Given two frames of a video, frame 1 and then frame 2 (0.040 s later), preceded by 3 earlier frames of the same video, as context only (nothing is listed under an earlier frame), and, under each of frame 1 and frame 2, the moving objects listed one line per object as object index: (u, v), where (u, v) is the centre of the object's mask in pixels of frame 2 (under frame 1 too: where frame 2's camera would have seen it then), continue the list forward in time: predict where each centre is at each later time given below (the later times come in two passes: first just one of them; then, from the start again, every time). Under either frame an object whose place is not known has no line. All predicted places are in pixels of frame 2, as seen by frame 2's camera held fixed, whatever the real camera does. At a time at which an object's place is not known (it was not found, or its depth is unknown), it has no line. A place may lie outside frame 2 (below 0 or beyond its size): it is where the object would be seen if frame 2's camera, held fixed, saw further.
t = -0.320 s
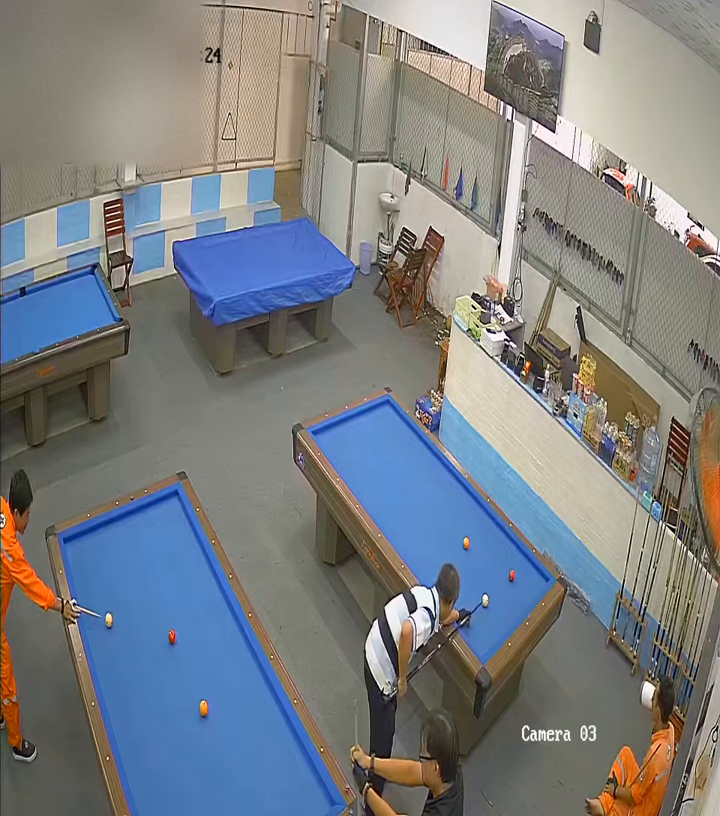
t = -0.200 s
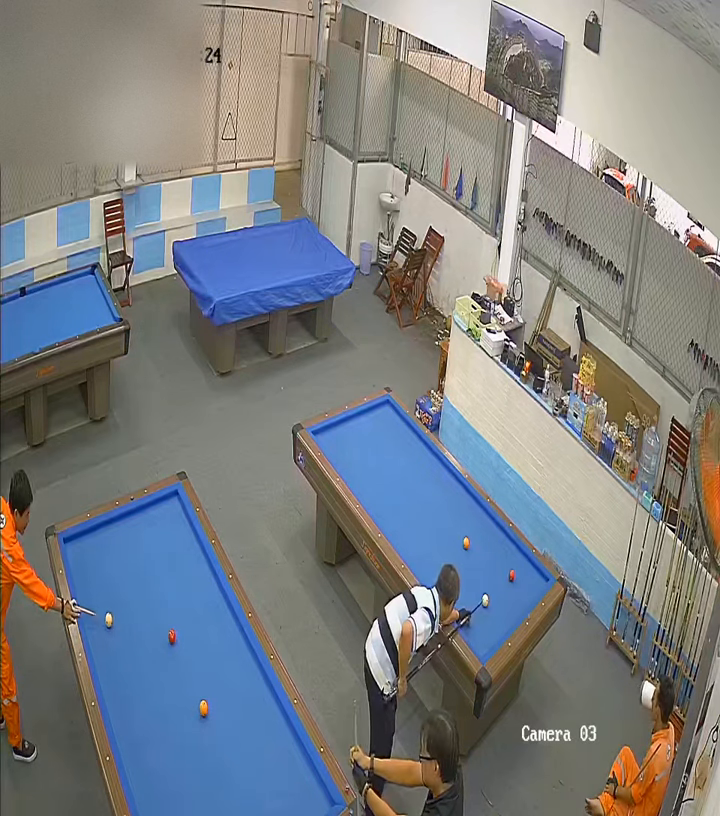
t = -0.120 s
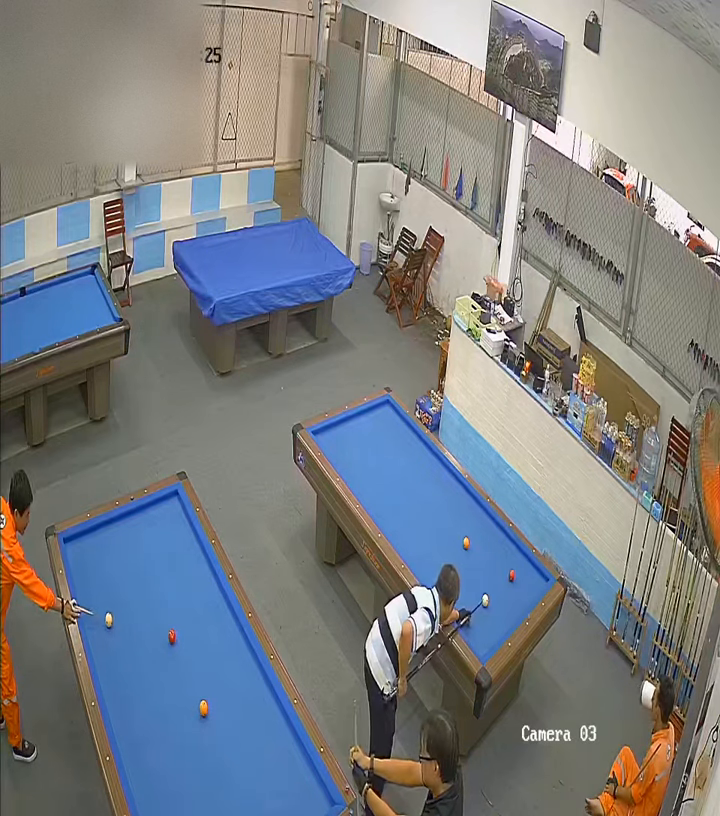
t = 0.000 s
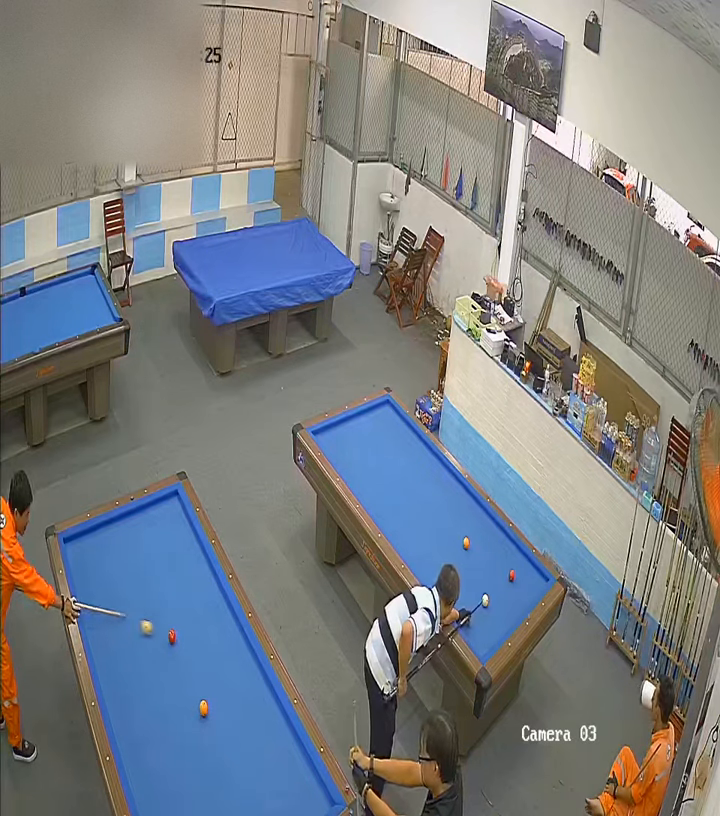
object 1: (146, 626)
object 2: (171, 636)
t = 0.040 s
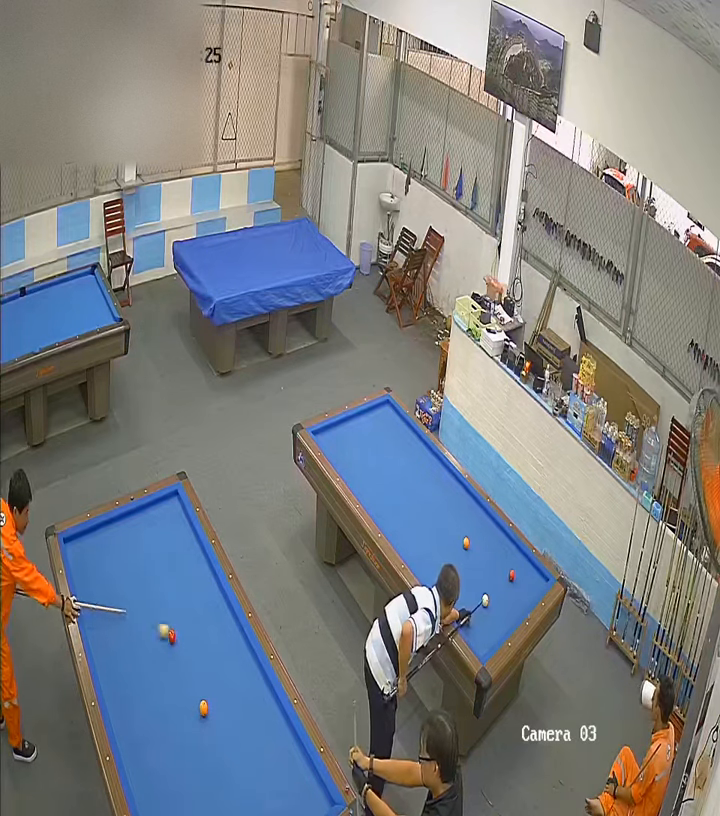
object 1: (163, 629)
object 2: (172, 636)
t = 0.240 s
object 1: (184, 596)
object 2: (238, 691)
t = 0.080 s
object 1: (169, 623)
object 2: (184, 646)
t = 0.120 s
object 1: (173, 616)
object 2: (197, 657)
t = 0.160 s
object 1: (177, 609)
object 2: (210, 668)
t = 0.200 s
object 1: (181, 602)
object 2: (224, 679)
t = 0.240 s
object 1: (184, 596)
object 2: (238, 691)
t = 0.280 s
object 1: (187, 590)
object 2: (251, 701)
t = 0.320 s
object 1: (189, 584)
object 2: (265, 712)
